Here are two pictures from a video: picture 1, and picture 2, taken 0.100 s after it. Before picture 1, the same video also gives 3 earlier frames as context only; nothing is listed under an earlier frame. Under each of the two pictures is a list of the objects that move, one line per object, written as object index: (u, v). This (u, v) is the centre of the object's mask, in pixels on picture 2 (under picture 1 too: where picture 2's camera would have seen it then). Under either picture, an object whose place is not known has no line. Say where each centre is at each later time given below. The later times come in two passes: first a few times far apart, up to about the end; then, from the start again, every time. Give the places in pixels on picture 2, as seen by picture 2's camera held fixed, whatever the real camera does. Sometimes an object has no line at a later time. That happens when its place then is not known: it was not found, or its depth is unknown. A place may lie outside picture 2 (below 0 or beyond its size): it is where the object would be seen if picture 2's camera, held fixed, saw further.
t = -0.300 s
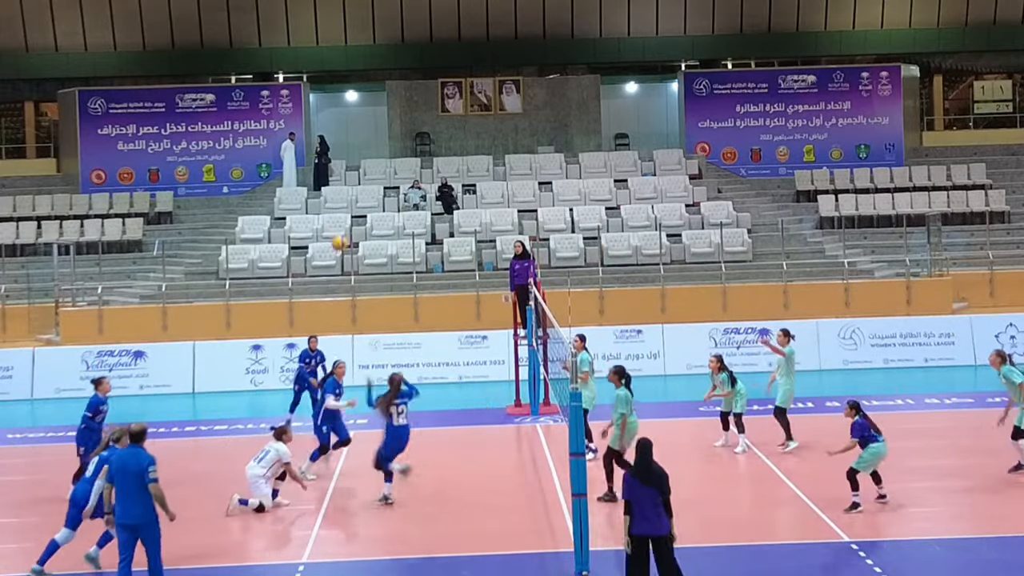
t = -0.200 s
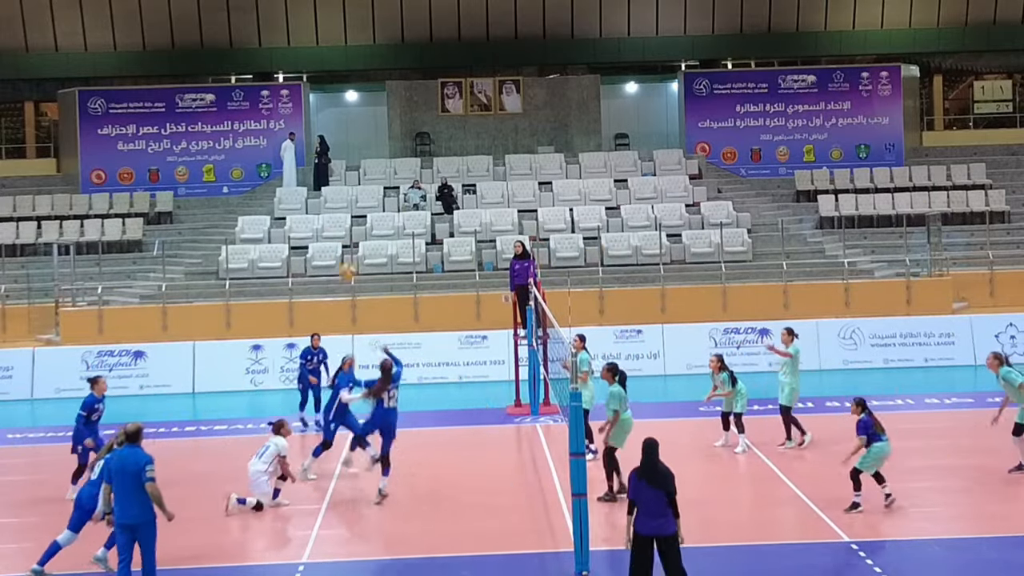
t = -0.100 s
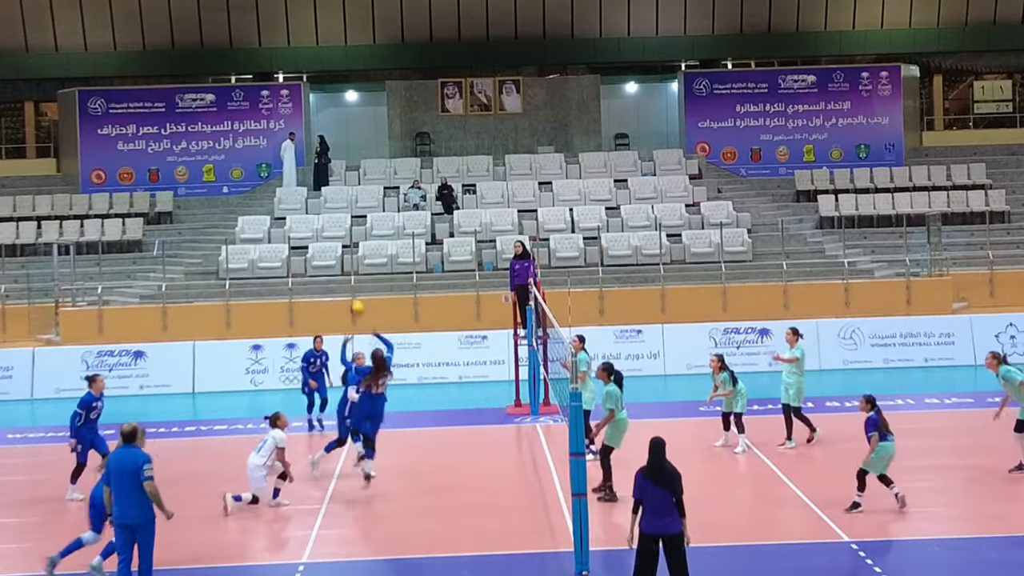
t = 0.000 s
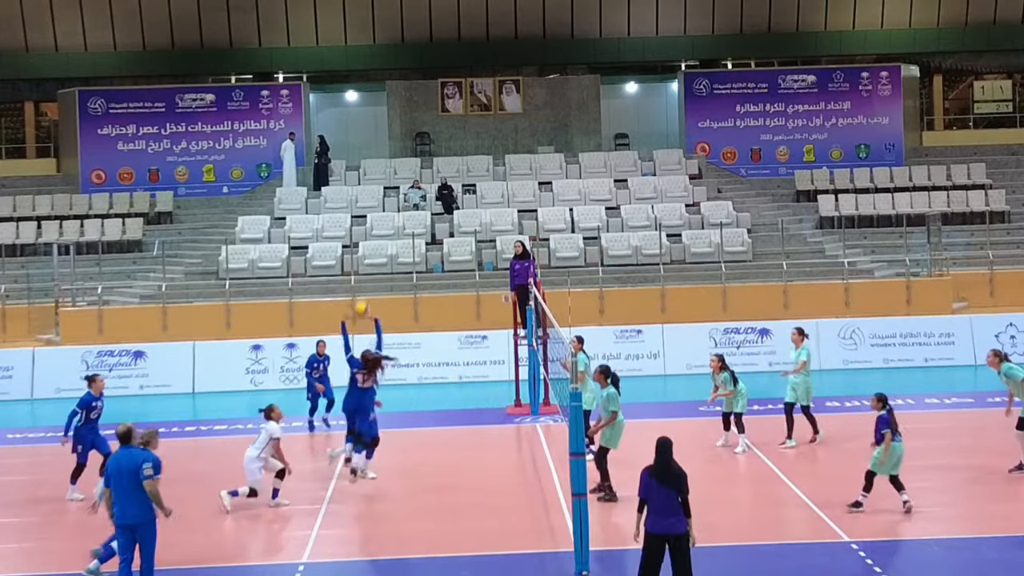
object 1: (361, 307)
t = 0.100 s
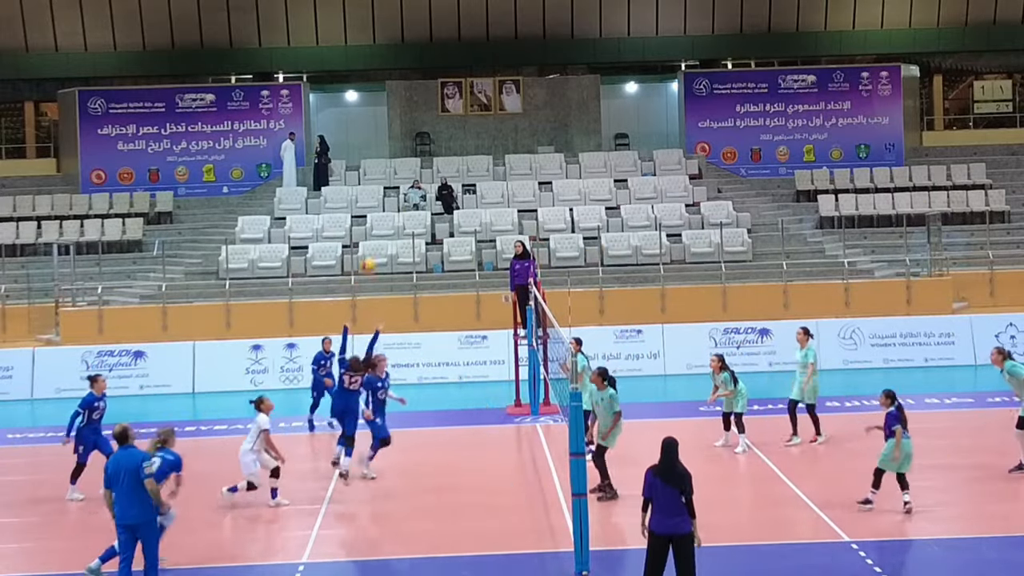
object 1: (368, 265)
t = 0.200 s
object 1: (374, 230)
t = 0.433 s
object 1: (389, 174)
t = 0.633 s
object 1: (404, 159)
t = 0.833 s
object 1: (422, 175)
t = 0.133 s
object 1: (371, 252)
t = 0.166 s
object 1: (372, 240)
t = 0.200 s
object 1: (374, 230)
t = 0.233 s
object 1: (375, 219)
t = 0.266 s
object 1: (377, 210)
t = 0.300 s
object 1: (381, 200)
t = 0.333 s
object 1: (382, 193)
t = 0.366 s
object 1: (385, 187)
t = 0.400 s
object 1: (386, 179)
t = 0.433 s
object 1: (389, 174)
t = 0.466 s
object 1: (391, 169)
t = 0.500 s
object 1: (394, 166)
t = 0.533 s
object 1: (396, 163)
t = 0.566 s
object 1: (399, 161)
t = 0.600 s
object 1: (401, 159)
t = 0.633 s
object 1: (404, 159)
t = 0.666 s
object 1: (407, 159)
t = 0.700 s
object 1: (409, 161)
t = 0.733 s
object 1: (413, 163)
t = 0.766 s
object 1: (416, 166)
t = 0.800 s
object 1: (419, 171)
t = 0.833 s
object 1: (422, 175)
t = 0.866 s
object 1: (424, 182)
